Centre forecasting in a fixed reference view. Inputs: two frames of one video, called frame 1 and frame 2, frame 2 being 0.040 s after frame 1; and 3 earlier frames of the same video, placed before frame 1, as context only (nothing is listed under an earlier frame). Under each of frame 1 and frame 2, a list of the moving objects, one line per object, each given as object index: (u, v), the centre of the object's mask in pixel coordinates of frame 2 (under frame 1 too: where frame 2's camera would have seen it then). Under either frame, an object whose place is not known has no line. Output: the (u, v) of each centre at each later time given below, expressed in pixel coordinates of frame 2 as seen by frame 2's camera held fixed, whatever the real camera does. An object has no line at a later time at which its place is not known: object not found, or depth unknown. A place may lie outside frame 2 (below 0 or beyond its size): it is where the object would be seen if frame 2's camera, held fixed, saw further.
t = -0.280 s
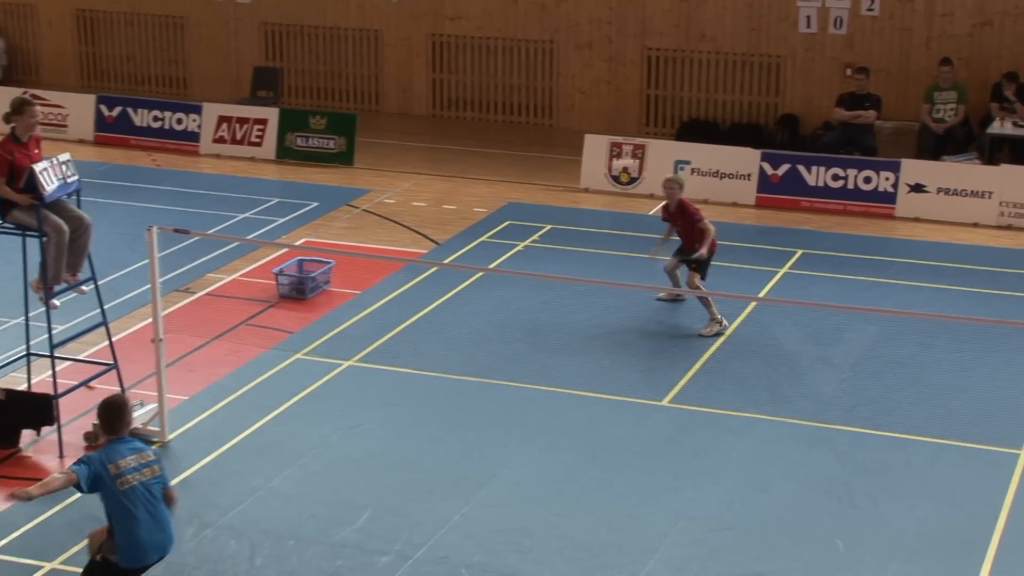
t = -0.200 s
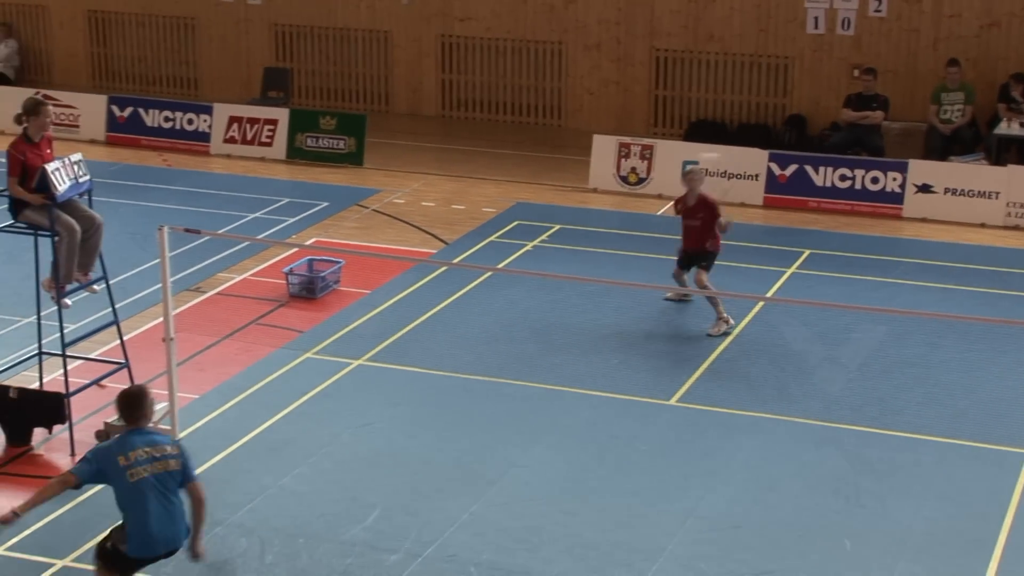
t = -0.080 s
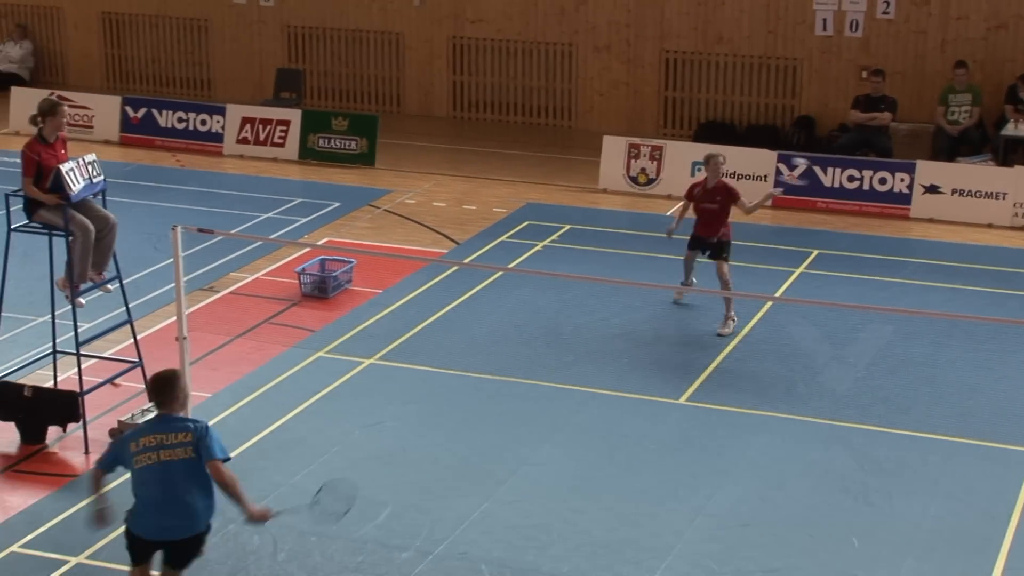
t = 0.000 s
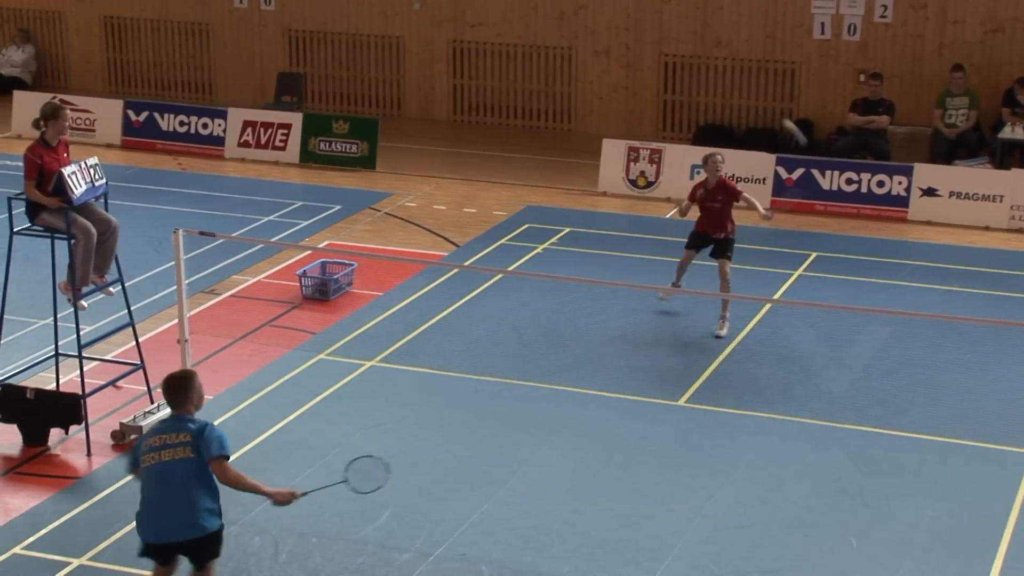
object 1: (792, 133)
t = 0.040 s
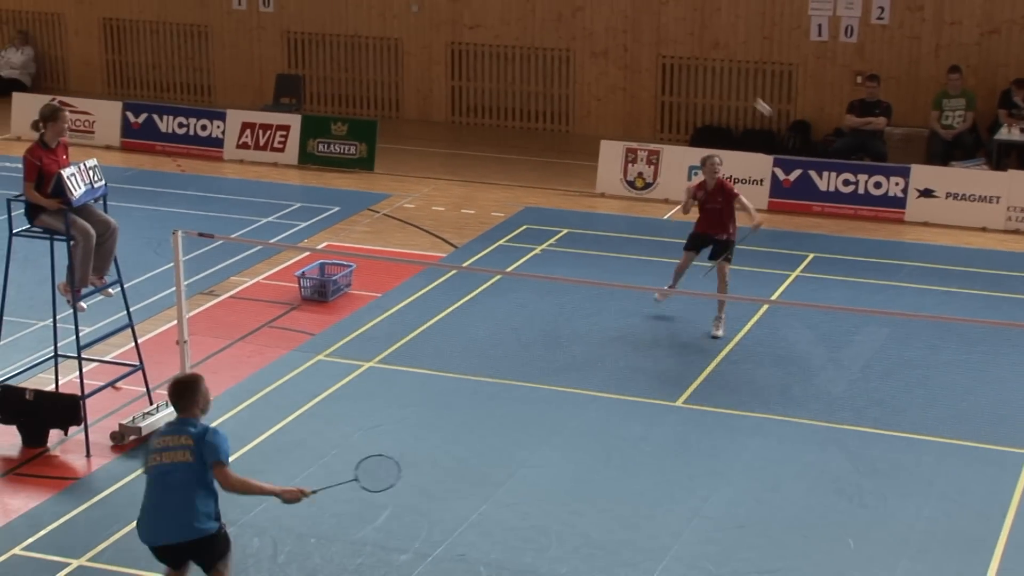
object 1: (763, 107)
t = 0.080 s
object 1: (738, 83)
